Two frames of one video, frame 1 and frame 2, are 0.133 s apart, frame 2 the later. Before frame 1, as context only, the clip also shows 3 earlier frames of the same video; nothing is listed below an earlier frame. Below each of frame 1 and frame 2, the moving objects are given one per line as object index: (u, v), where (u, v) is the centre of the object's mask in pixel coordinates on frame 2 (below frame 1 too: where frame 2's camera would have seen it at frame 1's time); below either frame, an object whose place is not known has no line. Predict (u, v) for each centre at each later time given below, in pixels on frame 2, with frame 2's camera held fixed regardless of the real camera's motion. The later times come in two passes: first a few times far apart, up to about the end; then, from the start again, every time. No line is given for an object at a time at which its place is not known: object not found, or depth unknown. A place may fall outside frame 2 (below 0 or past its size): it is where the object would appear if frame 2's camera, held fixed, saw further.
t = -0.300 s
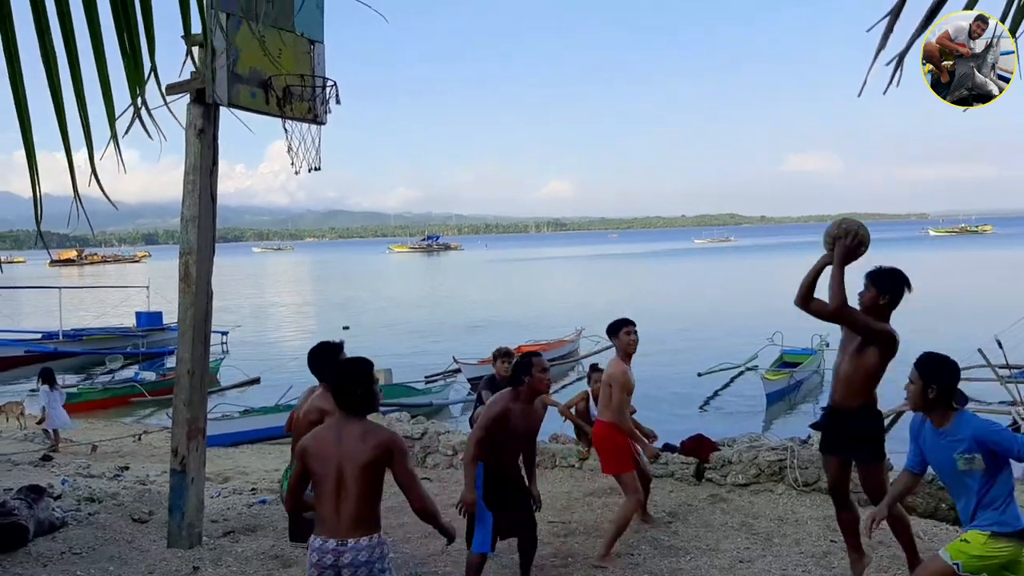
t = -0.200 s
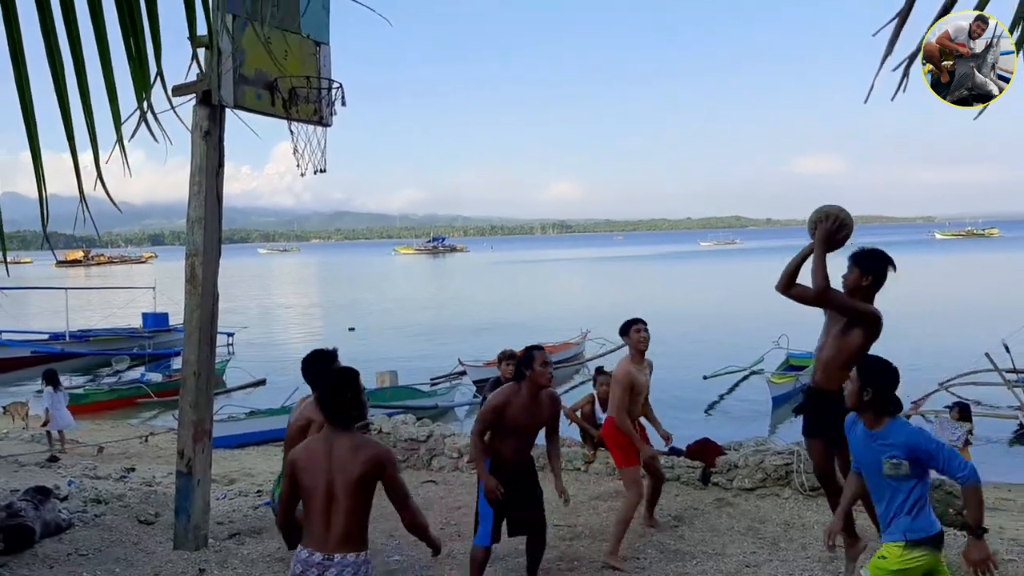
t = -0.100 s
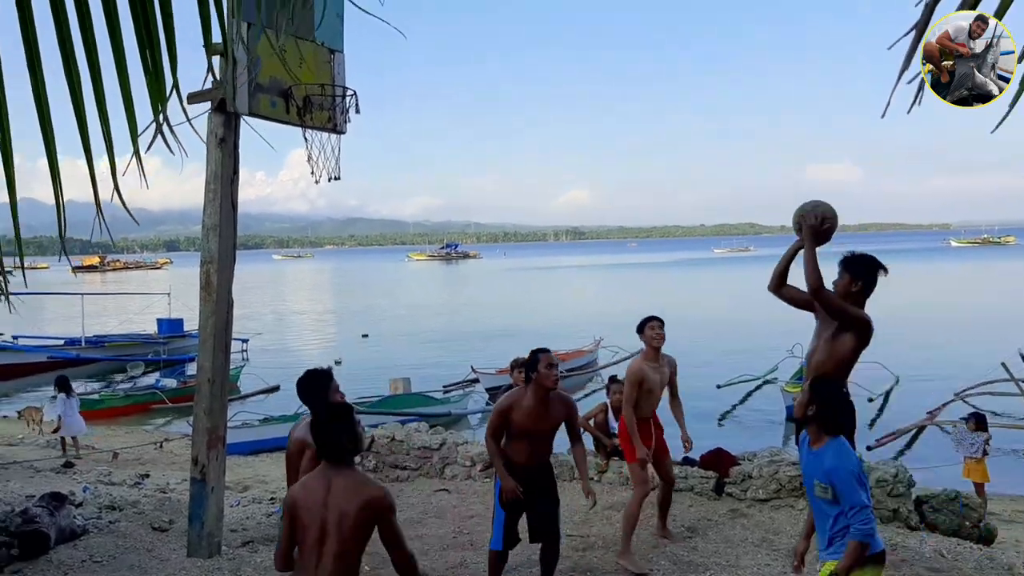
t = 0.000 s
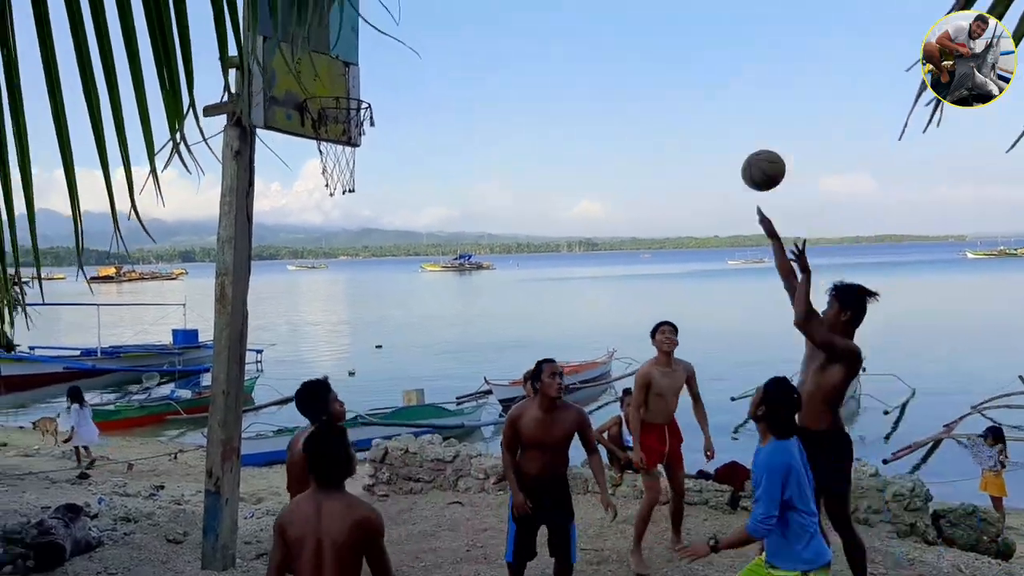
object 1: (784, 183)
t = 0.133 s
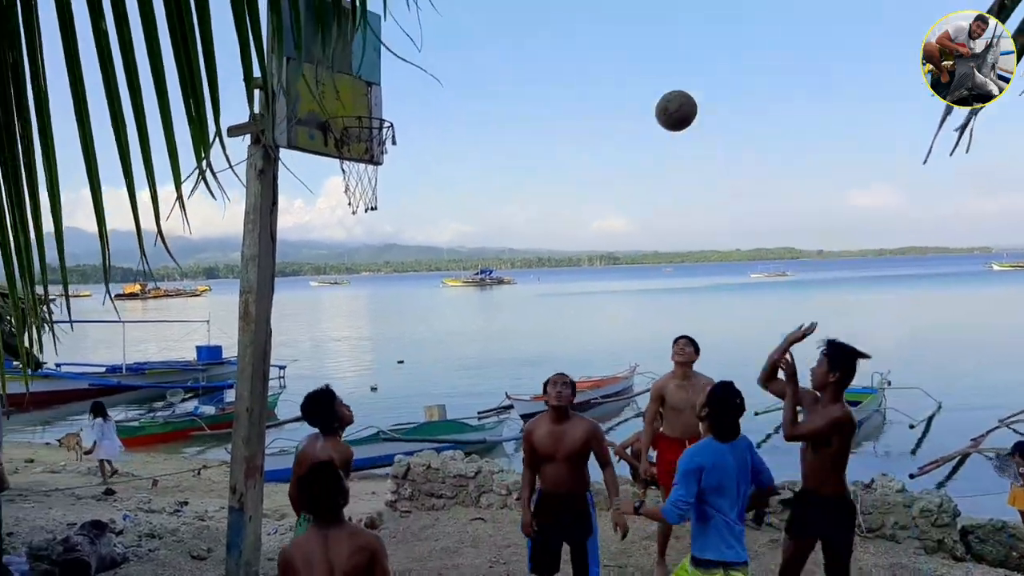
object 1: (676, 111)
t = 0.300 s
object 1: (553, 64)
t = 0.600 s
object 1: (361, 96)
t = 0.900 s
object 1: (378, 139)
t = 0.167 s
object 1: (651, 97)
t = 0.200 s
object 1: (625, 86)
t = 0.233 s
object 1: (600, 77)
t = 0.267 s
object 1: (577, 70)
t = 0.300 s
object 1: (553, 64)
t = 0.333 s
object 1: (531, 61)
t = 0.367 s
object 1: (508, 59)
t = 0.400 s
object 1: (486, 58)
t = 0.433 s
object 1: (464, 61)
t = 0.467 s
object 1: (443, 65)
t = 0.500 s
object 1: (422, 70)
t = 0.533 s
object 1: (403, 78)
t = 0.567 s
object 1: (384, 87)
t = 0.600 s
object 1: (361, 96)
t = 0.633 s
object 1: (351, 106)
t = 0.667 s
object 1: (367, 113)
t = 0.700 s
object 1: (375, 120)
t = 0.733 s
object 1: (363, 120)
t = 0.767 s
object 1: (353, 121)
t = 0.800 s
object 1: (354, 125)
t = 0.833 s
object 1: (364, 129)
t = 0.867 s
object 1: (374, 133)
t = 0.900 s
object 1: (378, 139)
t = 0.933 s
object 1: (380, 150)
